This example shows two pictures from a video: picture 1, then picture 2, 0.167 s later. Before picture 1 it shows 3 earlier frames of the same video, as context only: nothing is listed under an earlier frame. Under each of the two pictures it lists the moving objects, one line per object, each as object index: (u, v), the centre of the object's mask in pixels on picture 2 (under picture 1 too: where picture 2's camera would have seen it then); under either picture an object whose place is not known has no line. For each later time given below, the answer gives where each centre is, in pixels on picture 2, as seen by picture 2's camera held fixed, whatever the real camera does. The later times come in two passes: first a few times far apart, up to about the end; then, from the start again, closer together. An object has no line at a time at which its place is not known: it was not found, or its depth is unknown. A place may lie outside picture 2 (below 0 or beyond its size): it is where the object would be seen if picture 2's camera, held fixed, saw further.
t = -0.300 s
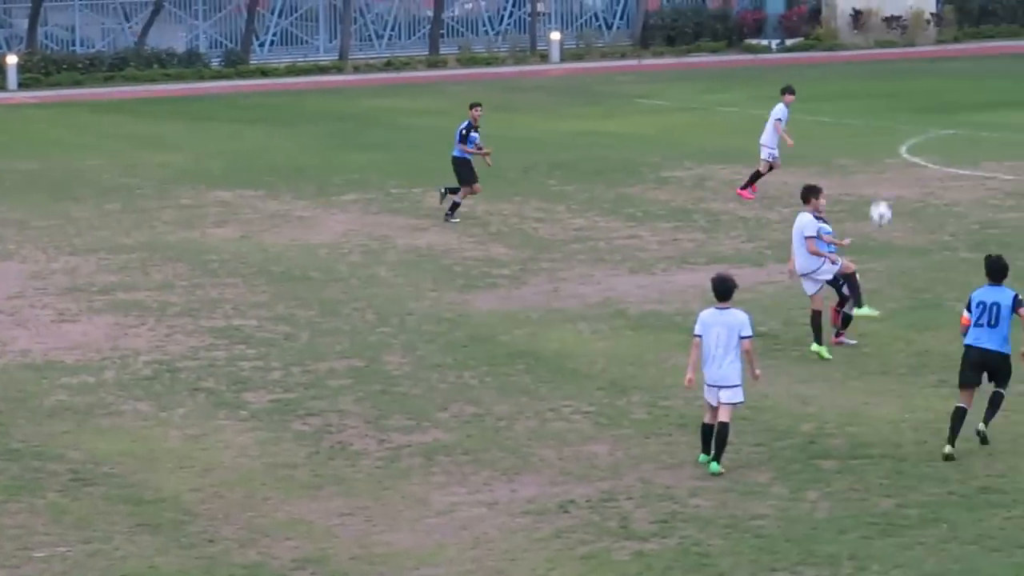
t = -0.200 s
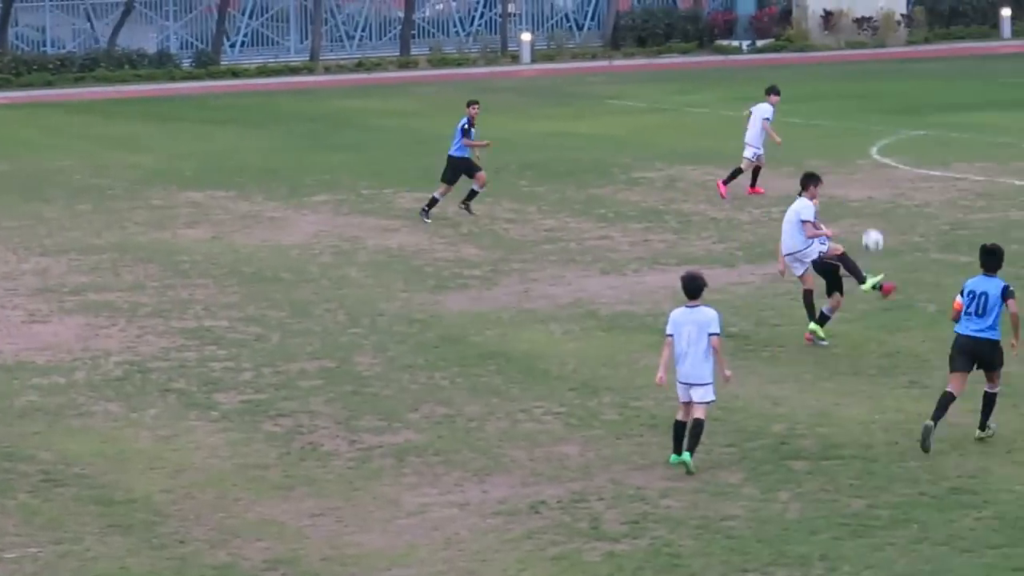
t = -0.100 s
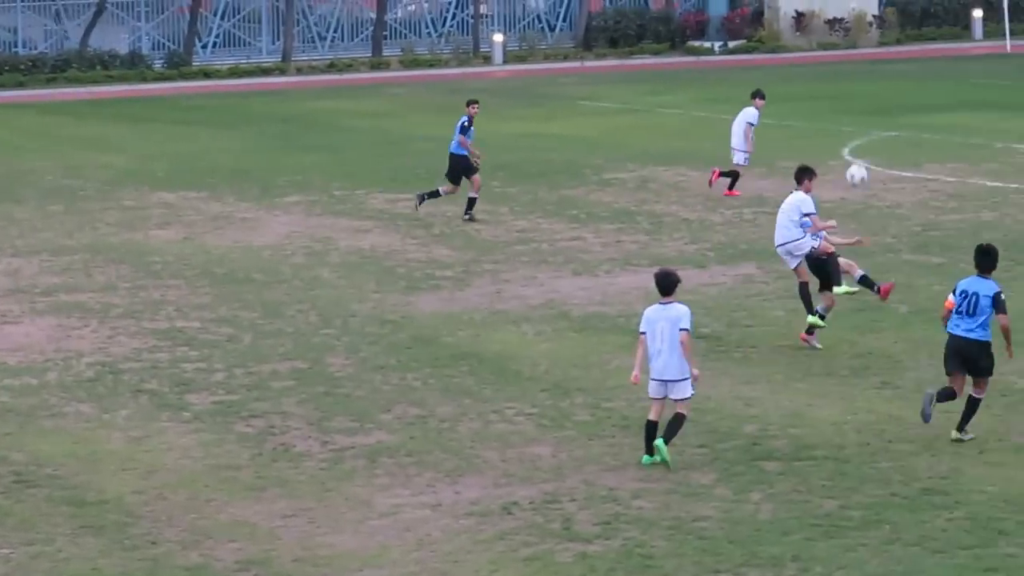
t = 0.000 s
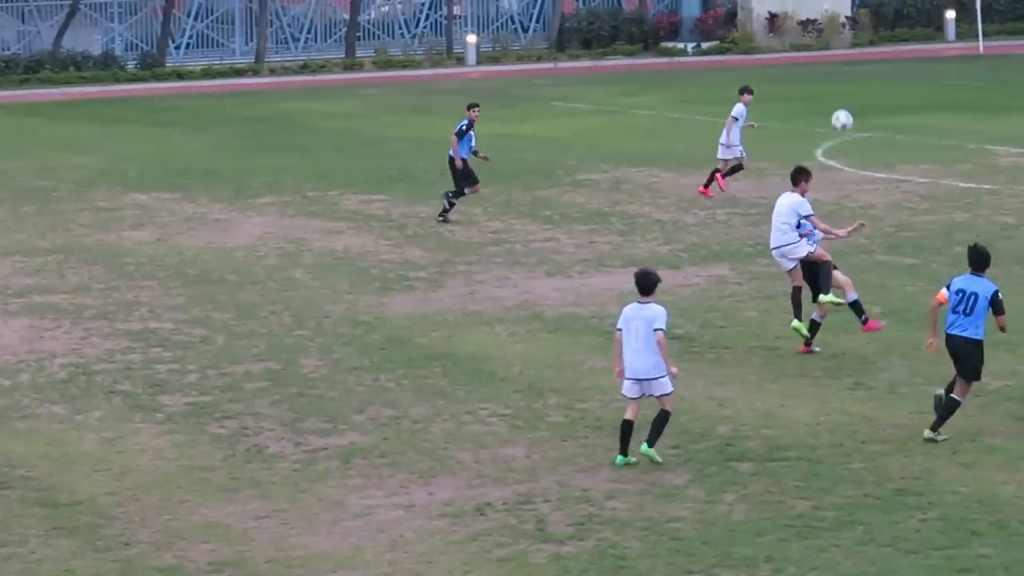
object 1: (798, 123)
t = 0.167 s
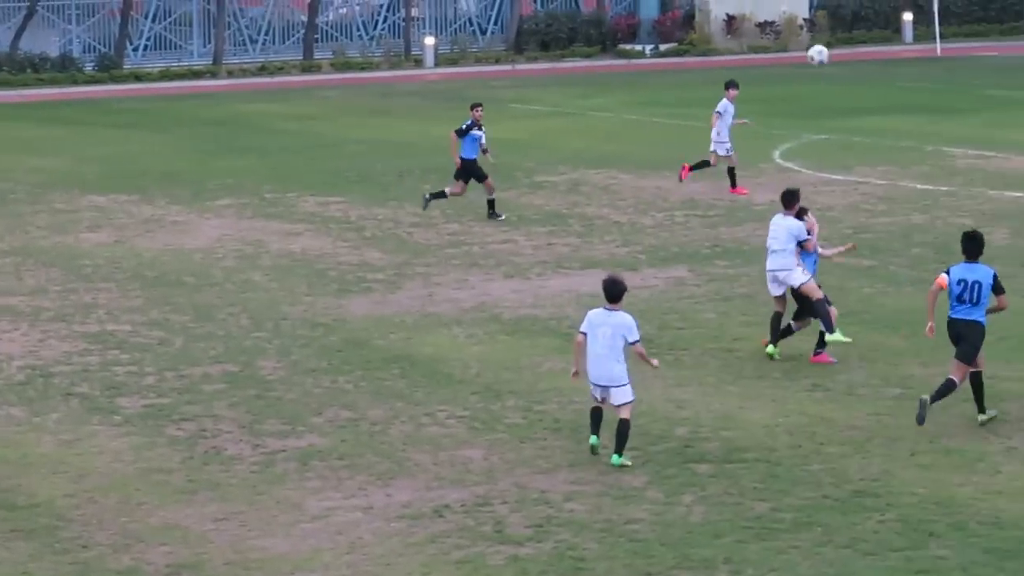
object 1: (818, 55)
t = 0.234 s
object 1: (826, 35)
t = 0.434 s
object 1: (848, 4)
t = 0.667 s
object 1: (872, 14)
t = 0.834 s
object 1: (888, 50)
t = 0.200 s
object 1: (822, 44)
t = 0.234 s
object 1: (826, 35)
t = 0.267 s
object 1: (830, 27)
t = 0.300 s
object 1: (833, 20)
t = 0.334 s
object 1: (837, 15)
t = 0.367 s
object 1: (840, 10)
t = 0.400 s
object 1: (844, 6)
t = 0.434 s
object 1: (848, 4)
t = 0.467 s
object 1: (851, 3)
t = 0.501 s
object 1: (855, 2)
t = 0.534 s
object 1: (859, 2)
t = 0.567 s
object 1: (861, 3)
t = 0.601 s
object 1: (865, 6)
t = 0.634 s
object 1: (869, 9)
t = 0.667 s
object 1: (872, 14)
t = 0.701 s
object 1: (875, 19)
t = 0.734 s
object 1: (879, 25)
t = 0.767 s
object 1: (882, 32)
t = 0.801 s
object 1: (885, 41)
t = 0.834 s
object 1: (888, 50)
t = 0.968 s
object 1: (902, 96)
